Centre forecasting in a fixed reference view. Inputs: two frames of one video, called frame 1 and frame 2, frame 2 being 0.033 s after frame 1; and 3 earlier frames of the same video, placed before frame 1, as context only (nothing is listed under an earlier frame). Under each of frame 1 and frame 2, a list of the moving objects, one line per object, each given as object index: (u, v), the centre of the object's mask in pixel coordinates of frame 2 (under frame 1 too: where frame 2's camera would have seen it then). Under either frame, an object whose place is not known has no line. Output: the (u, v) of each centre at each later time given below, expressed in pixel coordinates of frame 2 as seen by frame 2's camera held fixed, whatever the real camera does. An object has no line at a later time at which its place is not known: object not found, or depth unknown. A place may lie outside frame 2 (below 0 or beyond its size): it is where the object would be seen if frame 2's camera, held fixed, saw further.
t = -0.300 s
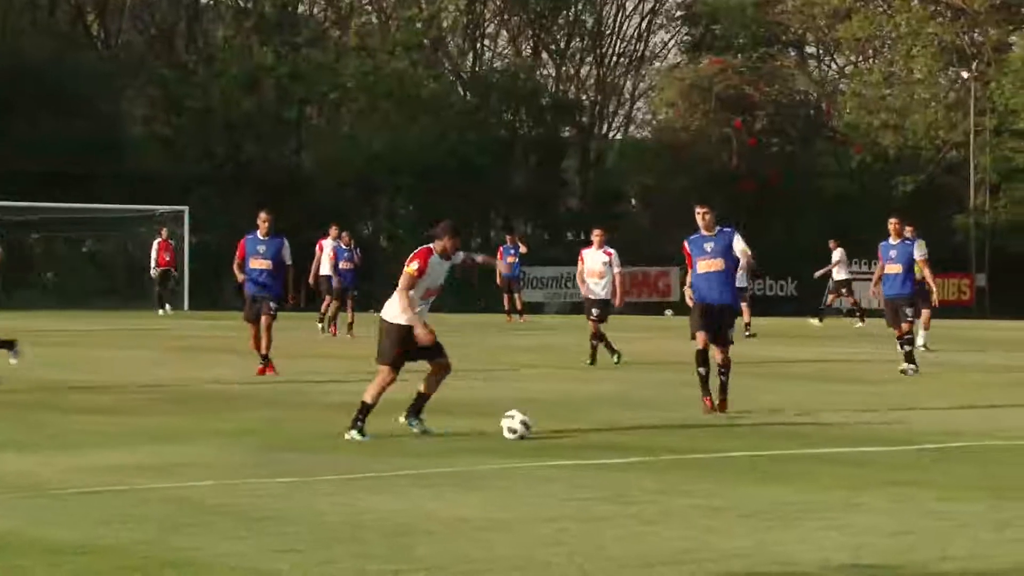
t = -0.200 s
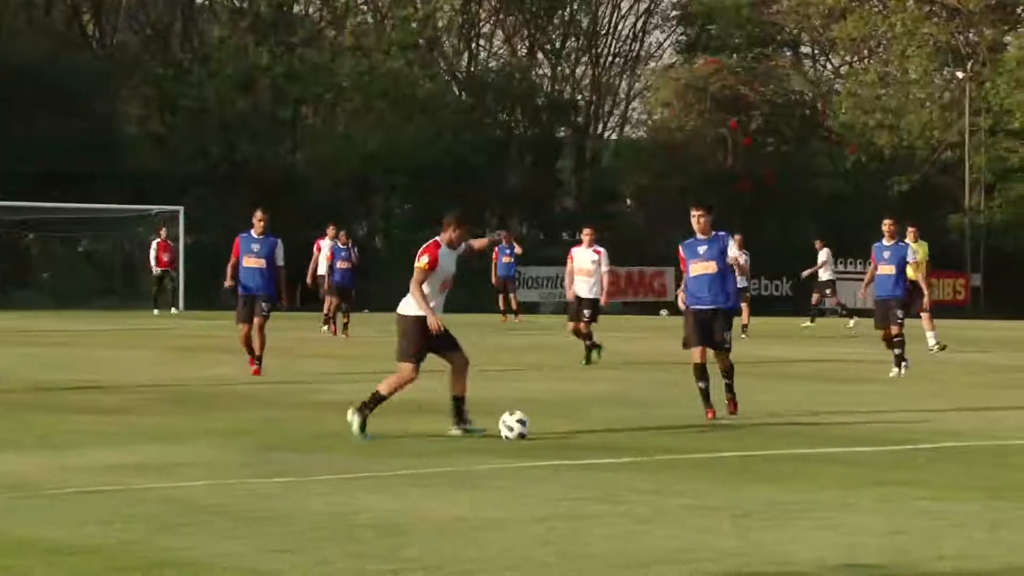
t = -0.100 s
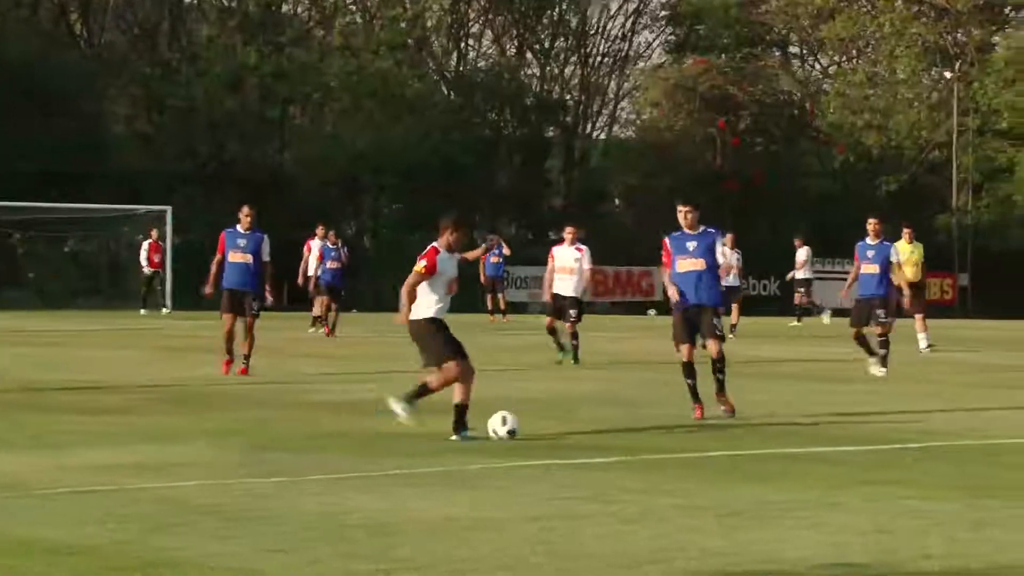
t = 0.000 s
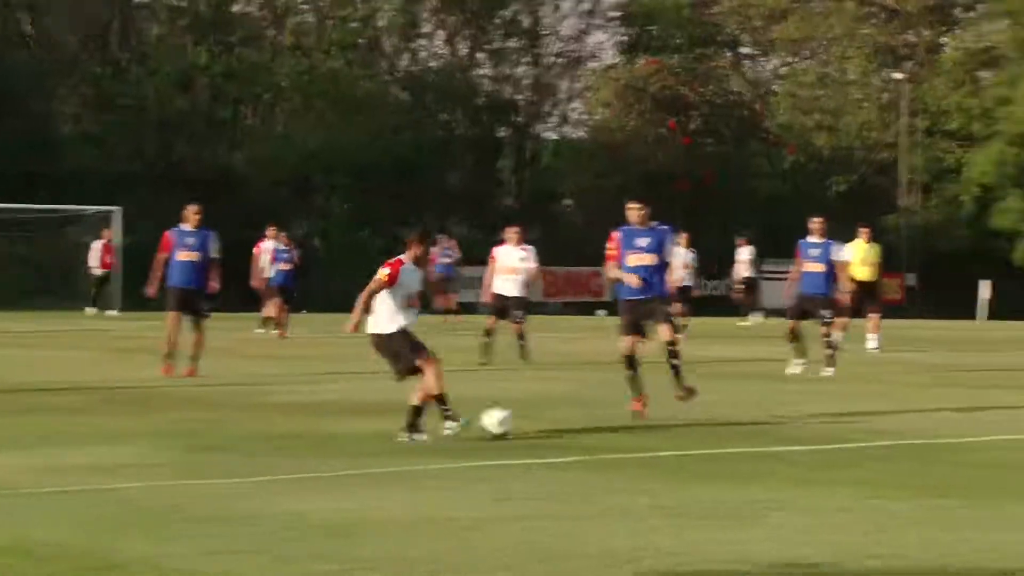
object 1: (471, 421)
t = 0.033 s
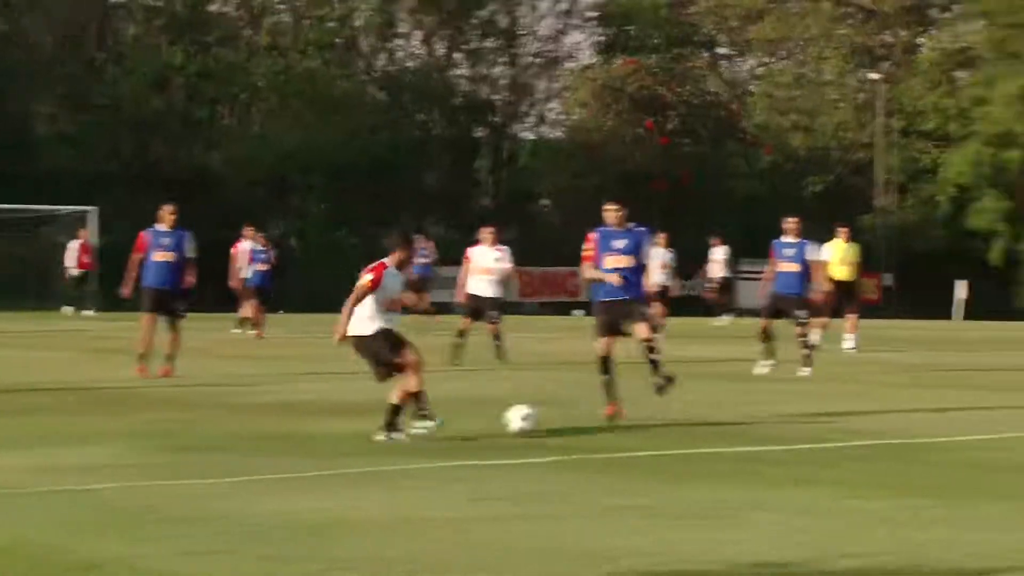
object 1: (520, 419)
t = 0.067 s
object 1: (566, 418)
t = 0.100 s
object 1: (611, 418)
